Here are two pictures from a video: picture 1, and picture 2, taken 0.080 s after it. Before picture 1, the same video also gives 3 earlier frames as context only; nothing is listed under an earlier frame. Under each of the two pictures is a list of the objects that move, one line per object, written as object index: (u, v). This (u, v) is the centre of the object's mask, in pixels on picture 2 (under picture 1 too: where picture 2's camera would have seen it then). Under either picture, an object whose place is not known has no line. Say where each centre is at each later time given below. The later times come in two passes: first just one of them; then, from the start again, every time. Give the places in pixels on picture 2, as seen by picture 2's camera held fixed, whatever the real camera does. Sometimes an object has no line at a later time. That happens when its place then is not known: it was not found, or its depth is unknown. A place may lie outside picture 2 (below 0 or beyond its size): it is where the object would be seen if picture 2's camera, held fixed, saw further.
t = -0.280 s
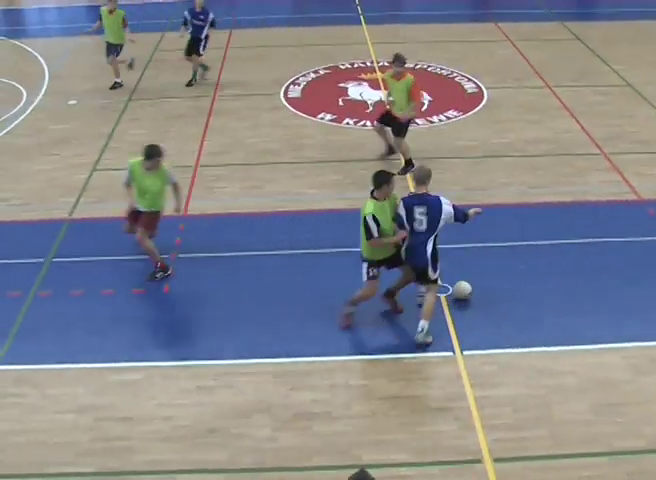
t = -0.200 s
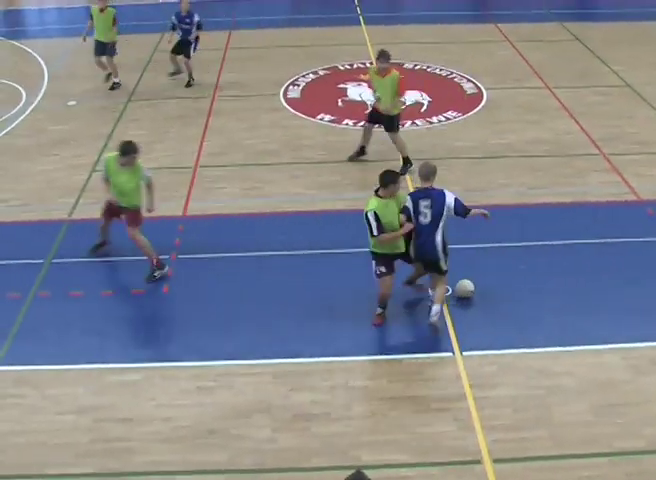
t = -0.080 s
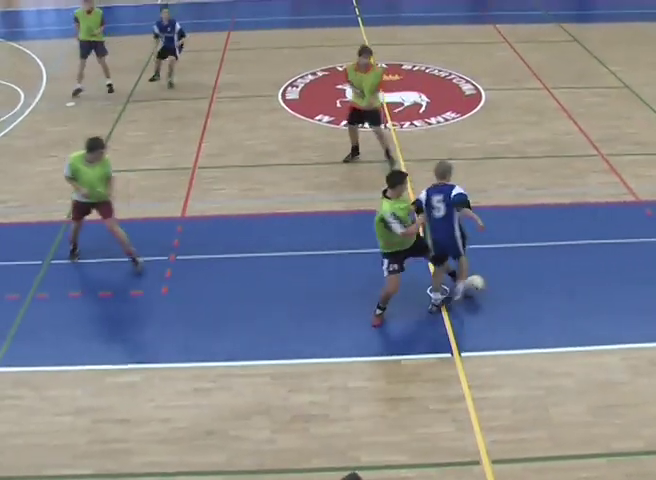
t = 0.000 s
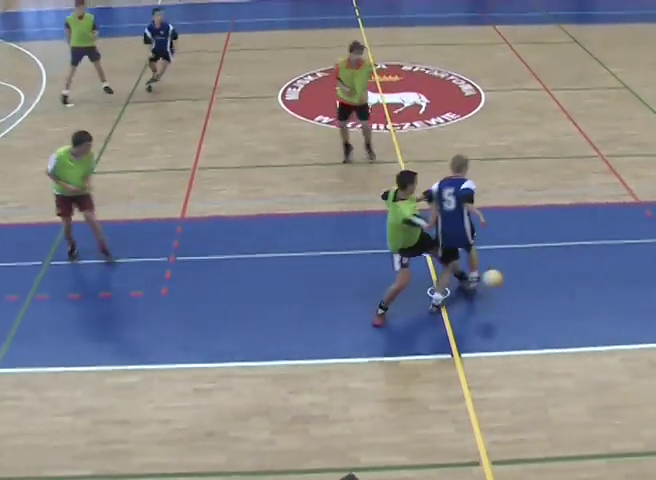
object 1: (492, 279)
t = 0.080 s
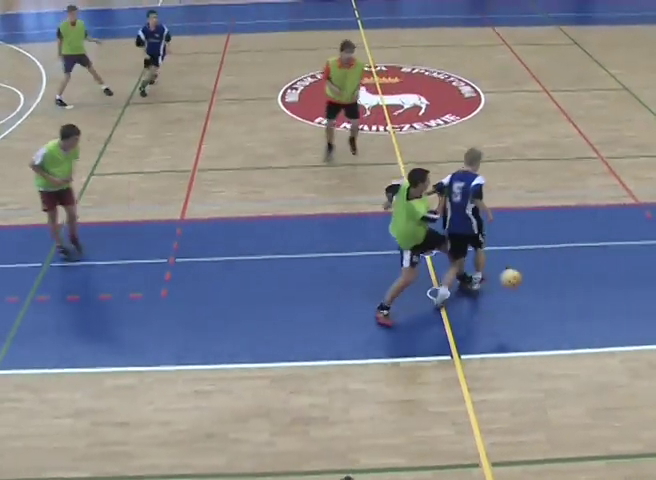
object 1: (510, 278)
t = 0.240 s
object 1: (547, 290)
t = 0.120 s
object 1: (520, 279)
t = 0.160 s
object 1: (529, 281)
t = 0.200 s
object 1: (538, 285)
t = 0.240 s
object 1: (547, 290)
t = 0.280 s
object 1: (556, 297)
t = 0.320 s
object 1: (566, 305)
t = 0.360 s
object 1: (574, 314)
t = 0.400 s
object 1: (583, 325)
